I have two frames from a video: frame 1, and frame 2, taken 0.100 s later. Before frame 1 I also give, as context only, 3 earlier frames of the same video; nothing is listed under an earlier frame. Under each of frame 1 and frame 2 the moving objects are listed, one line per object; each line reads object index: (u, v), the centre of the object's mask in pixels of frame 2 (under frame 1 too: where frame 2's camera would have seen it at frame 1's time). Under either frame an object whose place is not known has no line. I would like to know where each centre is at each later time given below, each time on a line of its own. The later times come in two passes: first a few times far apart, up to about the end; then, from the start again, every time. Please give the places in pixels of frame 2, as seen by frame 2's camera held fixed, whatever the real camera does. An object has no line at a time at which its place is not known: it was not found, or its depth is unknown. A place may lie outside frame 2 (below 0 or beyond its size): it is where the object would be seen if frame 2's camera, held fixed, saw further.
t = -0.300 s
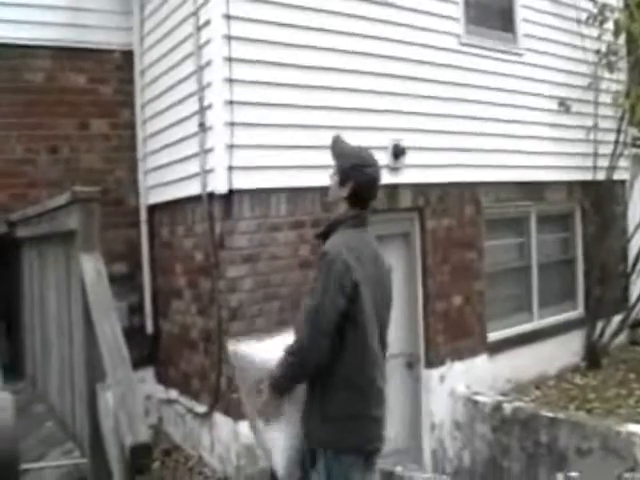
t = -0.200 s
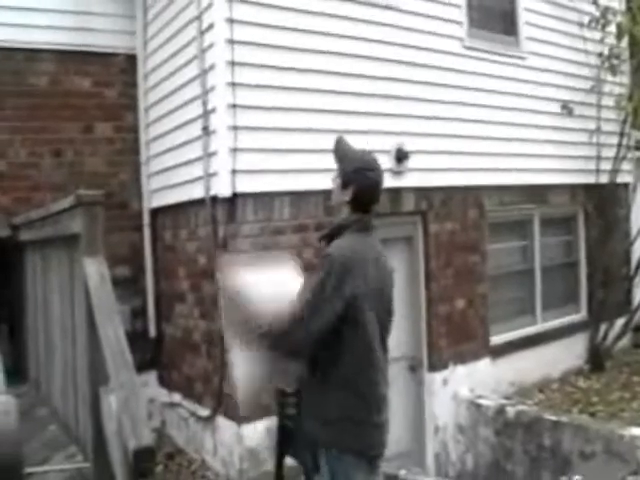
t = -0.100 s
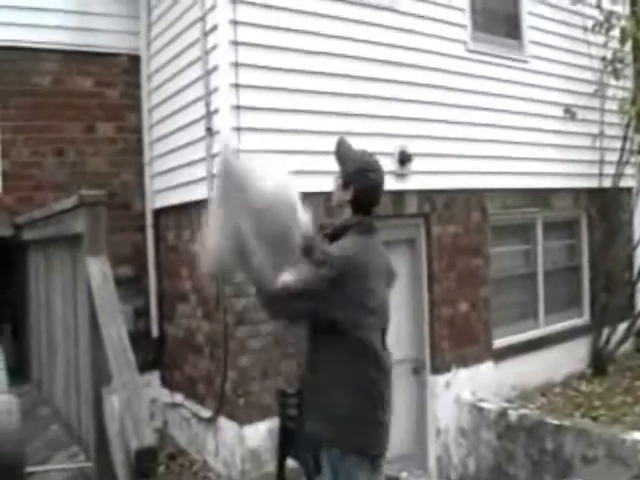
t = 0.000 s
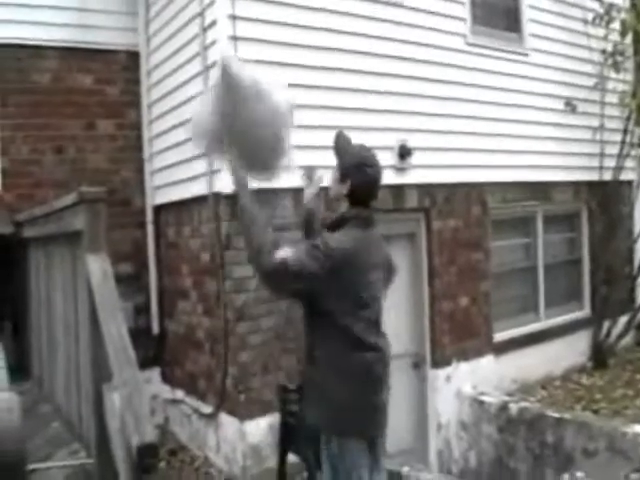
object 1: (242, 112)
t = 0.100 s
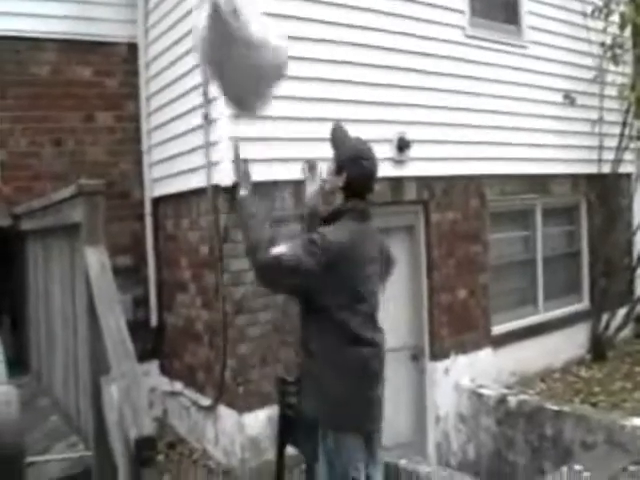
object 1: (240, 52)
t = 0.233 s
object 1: (236, 35)
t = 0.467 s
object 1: (230, 21)
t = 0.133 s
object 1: (241, 46)
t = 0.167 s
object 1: (240, 41)
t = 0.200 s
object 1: (238, 38)
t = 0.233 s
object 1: (236, 35)
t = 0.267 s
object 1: (233, 32)
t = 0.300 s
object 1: (230, 27)
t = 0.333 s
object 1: (228, 23)
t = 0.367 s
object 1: (227, 18)
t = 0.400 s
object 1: (229, 15)
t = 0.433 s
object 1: (231, 15)
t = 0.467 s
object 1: (230, 21)
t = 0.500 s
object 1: (229, 30)
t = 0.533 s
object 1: (227, 52)
